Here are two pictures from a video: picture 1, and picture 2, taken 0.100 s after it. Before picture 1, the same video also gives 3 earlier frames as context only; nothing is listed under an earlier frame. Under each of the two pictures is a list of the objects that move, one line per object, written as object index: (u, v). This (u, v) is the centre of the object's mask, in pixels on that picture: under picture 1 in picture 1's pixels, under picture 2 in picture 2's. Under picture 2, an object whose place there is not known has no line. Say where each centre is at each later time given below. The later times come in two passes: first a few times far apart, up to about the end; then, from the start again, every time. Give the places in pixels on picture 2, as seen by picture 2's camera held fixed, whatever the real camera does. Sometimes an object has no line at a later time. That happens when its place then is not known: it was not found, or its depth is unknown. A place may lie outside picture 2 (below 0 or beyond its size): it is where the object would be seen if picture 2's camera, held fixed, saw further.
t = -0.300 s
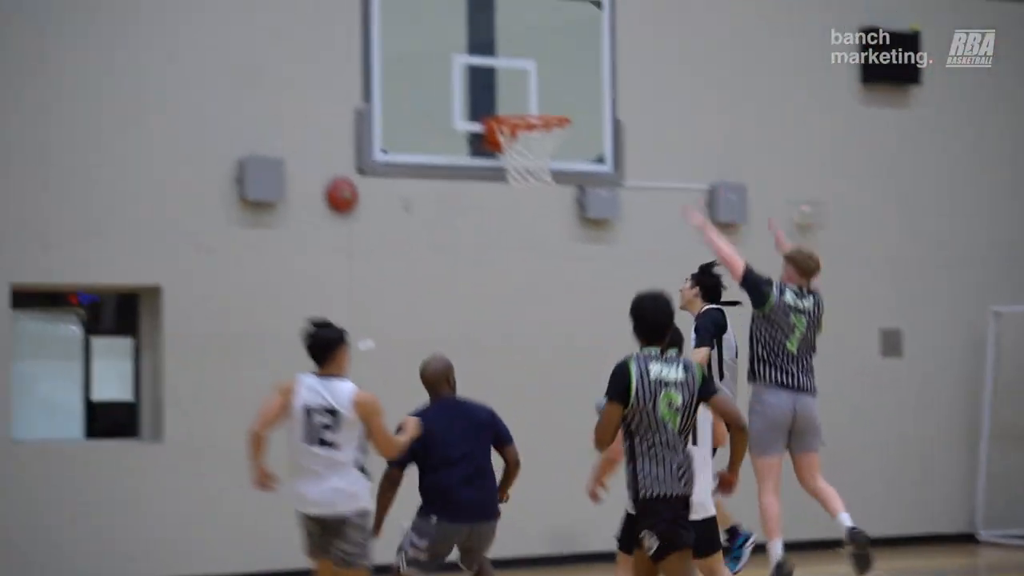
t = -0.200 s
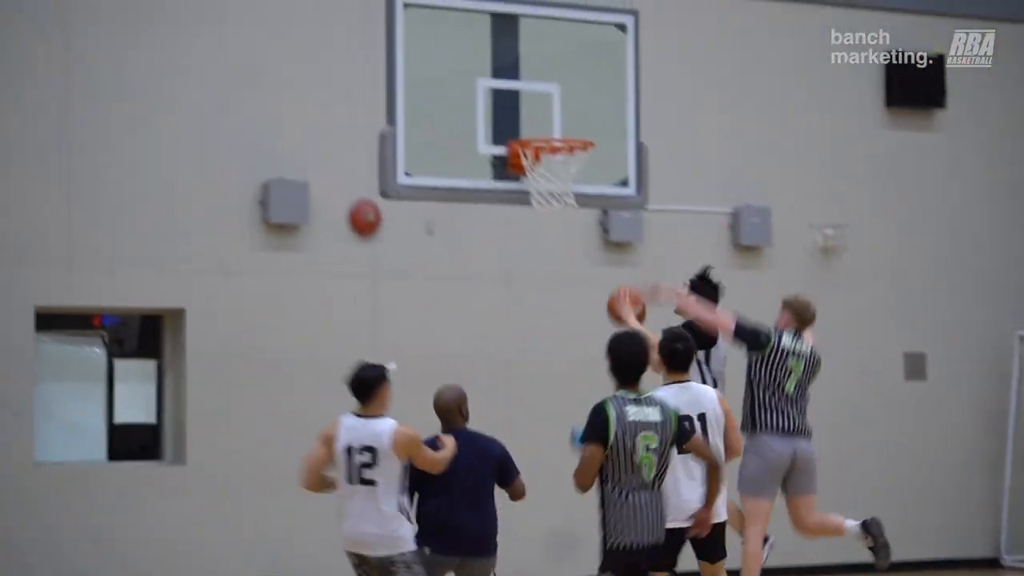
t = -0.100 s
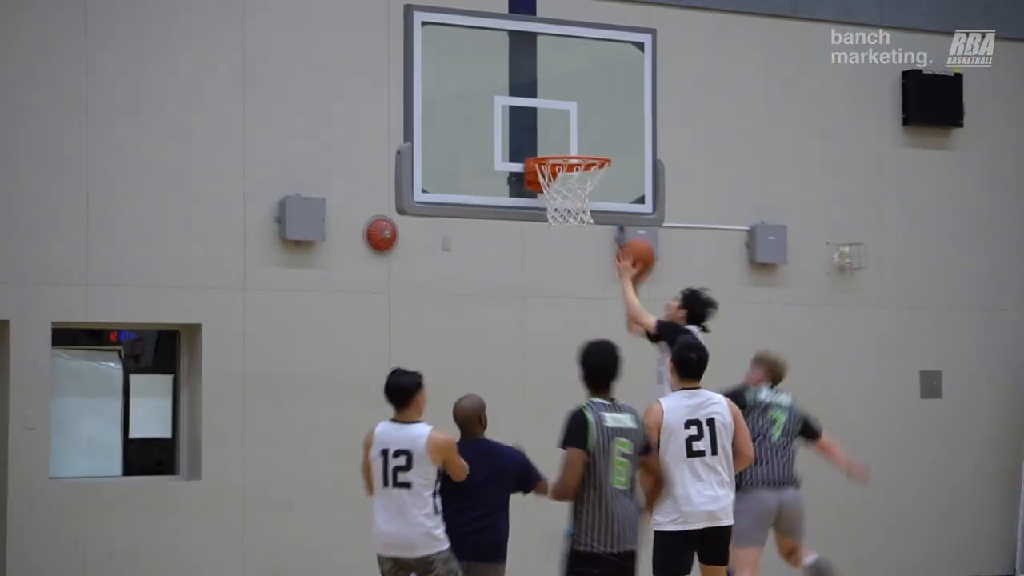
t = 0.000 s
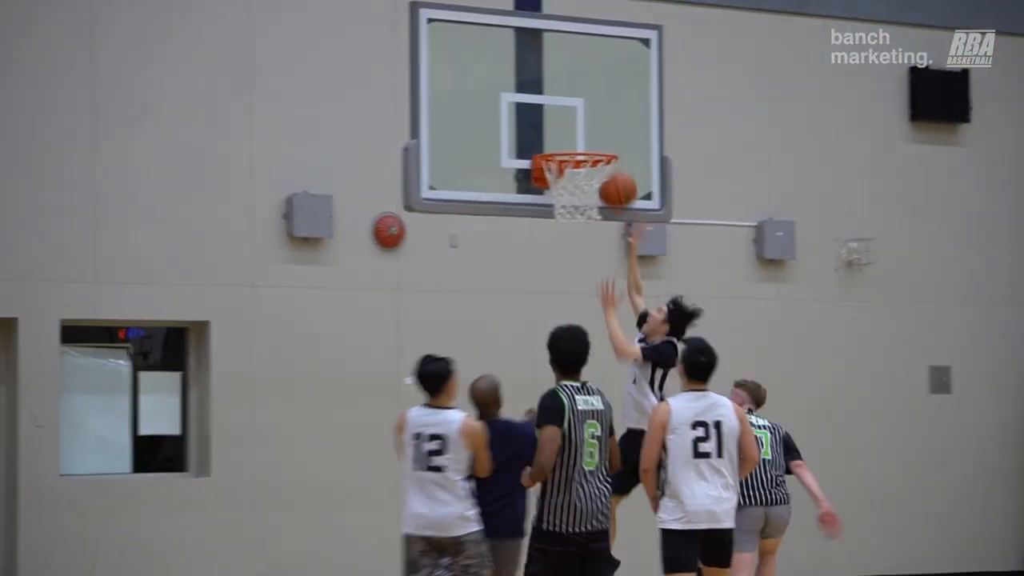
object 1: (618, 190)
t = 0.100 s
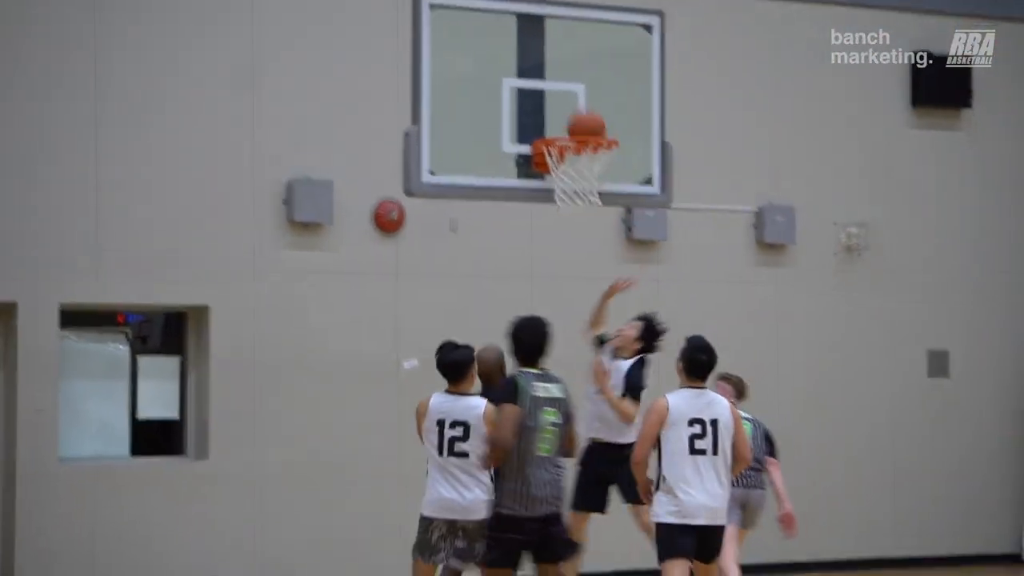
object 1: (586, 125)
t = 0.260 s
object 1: (583, 105)
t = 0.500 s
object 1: (578, 124)
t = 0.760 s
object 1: (578, 137)
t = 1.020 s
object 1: (578, 219)
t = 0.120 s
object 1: (586, 121)
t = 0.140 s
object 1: (585, 118)
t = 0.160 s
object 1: (585, 115)
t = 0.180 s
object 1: (585, 111)
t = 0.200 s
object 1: (584, 107)
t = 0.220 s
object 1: (584, 107)
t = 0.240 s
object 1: (583, 105)
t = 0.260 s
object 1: (583, 105)
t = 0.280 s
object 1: (582, 104)
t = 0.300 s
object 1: (582, 104)
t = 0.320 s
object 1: (581, 105)
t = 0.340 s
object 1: (580, 106)
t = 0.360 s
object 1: (580, 108)
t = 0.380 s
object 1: (579, 110)
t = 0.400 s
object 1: (578, 113)
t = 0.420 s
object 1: (578, 117)
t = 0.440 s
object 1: (578, 120)
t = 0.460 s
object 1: (577, 124)
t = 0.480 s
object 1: (578, 124)
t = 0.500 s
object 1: (578, 124)
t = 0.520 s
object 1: (579, 125)
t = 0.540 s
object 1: (580, 125)
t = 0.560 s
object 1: (581, 126)
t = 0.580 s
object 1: (582, 127)
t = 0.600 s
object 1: (582, 128)
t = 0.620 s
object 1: (583, 130)
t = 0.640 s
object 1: (583, 136)
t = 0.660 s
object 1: (582, 130)
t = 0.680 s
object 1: (581, 134)
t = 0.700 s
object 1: (580, 130)
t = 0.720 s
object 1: (578, 130)
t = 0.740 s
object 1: (577, 138)
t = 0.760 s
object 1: (578, 137)
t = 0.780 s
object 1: (575, 132)
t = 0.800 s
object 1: (577, 144)
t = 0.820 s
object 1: (573, 150)
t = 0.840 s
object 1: (574, 155)
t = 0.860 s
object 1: (575, 157)
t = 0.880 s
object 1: (575, 163)
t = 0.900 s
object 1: (575, 168)
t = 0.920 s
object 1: (576, 174)
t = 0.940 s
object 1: (576, 182)
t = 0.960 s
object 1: (576, 189)
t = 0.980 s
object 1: (576, 196)
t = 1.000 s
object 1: (577, 208)
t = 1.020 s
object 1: (578, 219)
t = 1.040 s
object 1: (578, 226)
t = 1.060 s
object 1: (578, 233)
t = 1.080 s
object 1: (578, 245)
